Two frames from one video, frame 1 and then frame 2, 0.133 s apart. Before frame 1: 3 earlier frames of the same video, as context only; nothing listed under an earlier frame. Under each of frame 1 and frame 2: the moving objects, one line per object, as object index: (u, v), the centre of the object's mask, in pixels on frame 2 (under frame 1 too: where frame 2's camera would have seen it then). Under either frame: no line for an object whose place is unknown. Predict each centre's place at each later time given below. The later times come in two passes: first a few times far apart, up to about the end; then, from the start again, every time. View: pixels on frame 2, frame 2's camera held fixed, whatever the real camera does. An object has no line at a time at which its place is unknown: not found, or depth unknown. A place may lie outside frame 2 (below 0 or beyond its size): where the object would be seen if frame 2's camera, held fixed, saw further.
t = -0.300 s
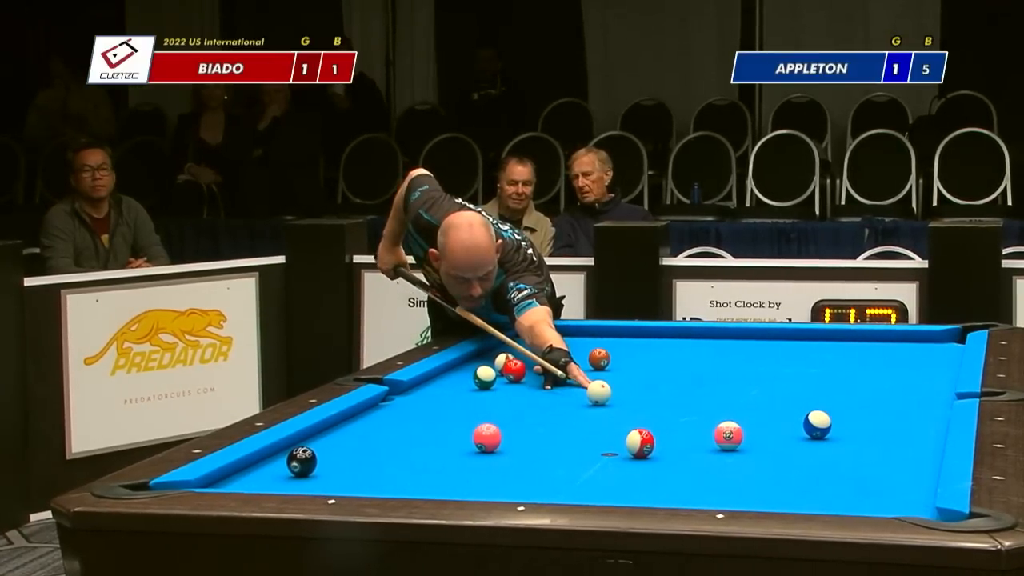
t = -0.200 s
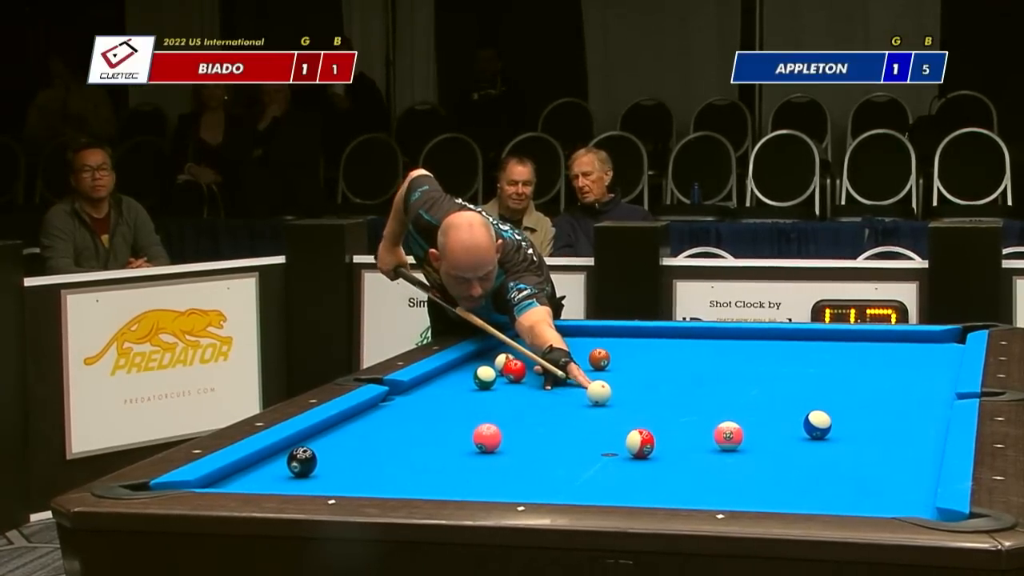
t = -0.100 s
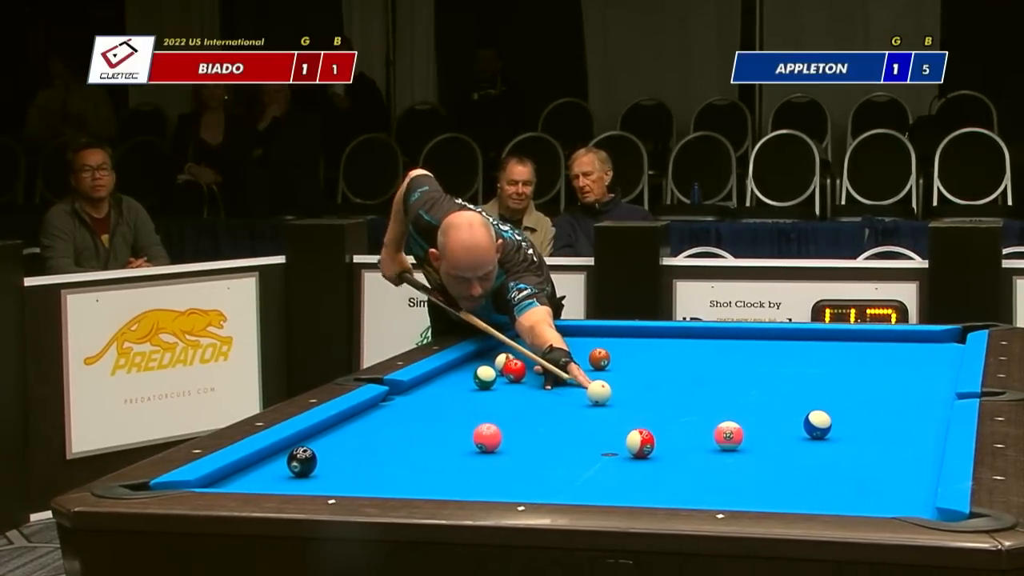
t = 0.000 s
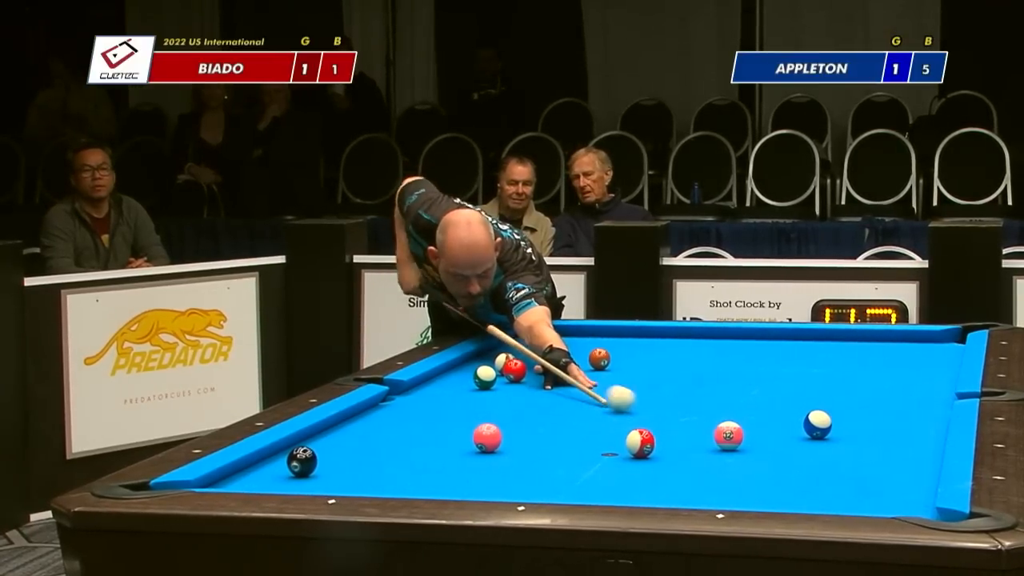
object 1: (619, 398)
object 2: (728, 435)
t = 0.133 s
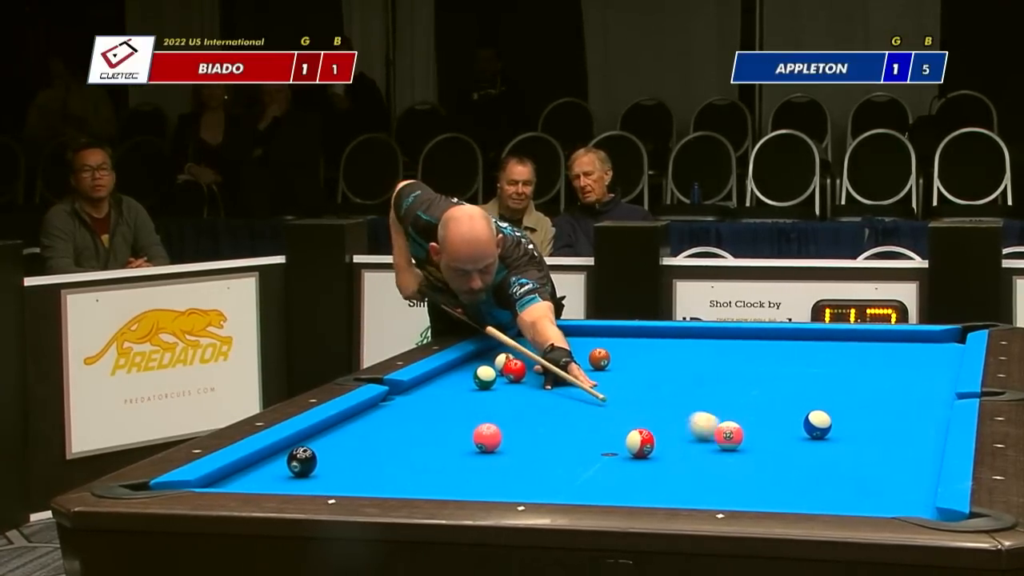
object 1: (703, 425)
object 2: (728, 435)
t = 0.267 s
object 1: (730, 430)
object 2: (788, 461)
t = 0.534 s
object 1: (740, 423)
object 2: (947, 519)
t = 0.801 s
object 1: (748, 418)
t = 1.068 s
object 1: (755, 412)
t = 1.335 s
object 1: (762, 408)
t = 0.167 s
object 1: (716, 428)
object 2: (735, 437)
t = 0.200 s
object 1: (724, 431)
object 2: (752, 445)
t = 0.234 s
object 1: (728, 430)
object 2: (770, 453)
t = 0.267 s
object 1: (730, 430)
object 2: (788, 461)
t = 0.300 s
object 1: (731, 429)
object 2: (807, 469)
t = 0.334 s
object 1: (733, 428)
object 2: (827, 478)
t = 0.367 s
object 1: (734, 427)
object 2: (846, 486)
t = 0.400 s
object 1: (735, 426)
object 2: (865, 494)
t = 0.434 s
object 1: (736, 425)
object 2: (885, 500)
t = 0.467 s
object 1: (738, 425)
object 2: (905, 506)
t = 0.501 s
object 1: (739, 424)
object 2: (927, 512)
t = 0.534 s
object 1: (740, 423)
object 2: (947, 519)
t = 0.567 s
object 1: (741, 423)
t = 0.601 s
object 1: (742, 422)
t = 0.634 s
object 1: (743, 421)
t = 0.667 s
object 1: (744, 420)
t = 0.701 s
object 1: (745, 420)
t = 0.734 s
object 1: (746, 419)
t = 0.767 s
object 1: (747, 418)
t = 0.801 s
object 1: (748, 418)
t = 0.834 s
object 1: (749, 417)
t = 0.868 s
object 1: (749, 416)
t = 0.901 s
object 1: (750, 416)
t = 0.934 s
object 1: (751, 415)
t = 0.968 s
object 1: (752, 414)
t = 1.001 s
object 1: (753, 414)
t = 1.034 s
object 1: (754, 413)
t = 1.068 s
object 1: (755, 412)
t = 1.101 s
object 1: (756, 412)
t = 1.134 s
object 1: (757, 411)
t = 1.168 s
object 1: (758, 411)
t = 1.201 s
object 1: (759, 410)
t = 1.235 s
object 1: (759, 409)
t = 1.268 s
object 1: (760, 409)
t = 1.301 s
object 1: (761, 408)
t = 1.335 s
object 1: (762, 408)
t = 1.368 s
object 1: (763, 407)
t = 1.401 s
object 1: (764, 407)
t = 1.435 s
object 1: (765, 406)
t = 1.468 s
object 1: (765, 406)
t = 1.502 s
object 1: (766, 405)
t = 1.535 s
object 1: (767, 404)
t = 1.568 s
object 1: (768, 404)
